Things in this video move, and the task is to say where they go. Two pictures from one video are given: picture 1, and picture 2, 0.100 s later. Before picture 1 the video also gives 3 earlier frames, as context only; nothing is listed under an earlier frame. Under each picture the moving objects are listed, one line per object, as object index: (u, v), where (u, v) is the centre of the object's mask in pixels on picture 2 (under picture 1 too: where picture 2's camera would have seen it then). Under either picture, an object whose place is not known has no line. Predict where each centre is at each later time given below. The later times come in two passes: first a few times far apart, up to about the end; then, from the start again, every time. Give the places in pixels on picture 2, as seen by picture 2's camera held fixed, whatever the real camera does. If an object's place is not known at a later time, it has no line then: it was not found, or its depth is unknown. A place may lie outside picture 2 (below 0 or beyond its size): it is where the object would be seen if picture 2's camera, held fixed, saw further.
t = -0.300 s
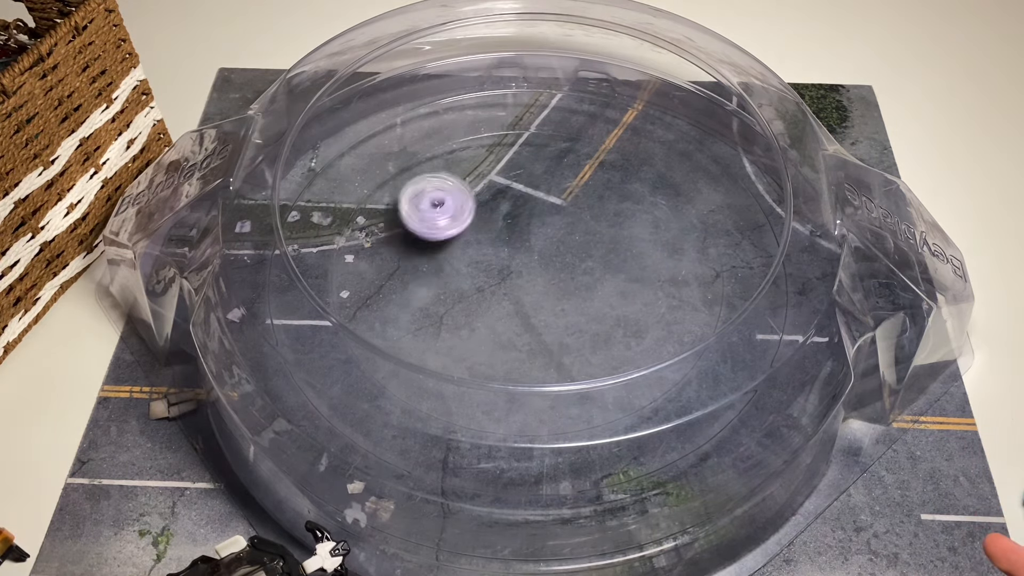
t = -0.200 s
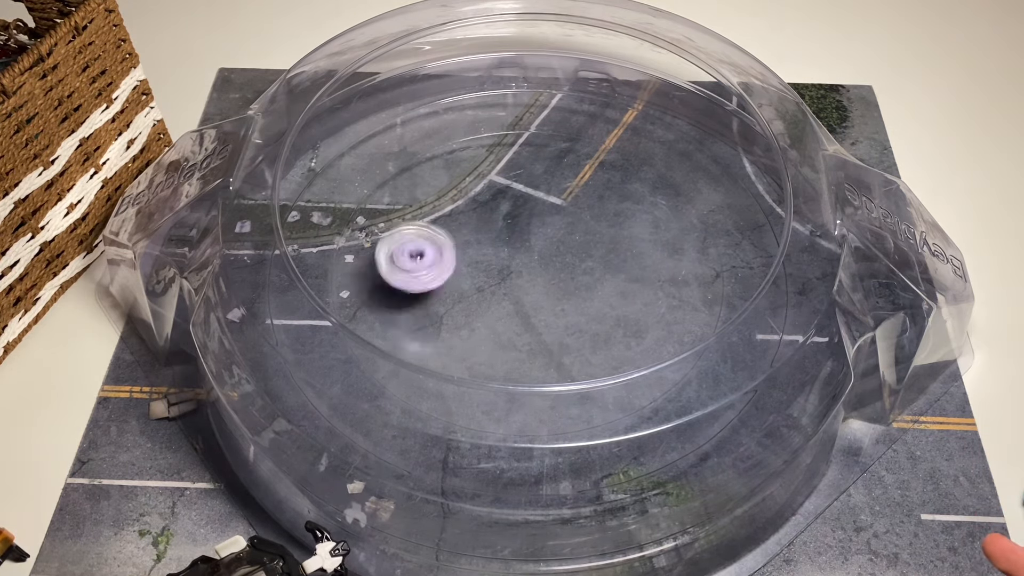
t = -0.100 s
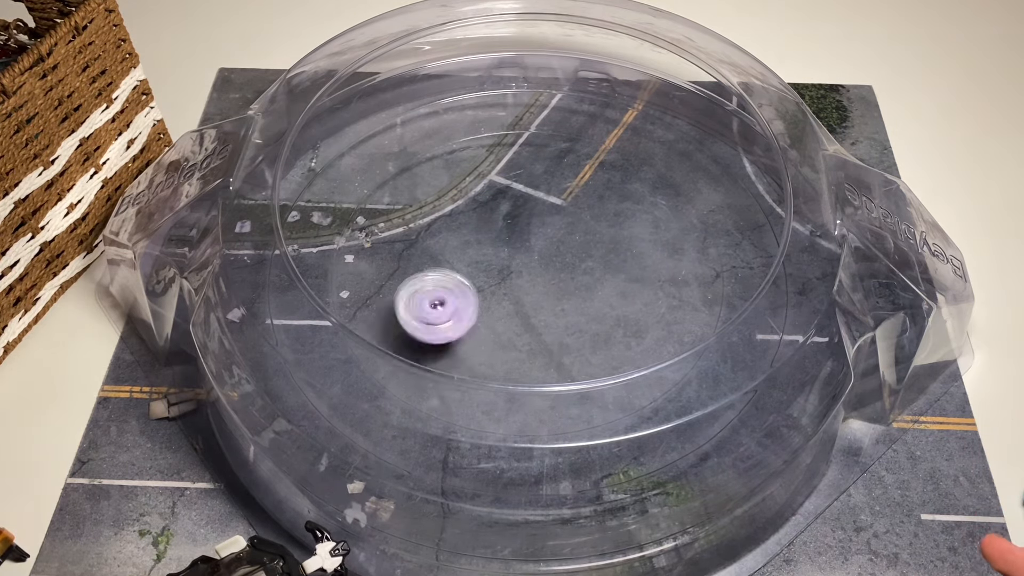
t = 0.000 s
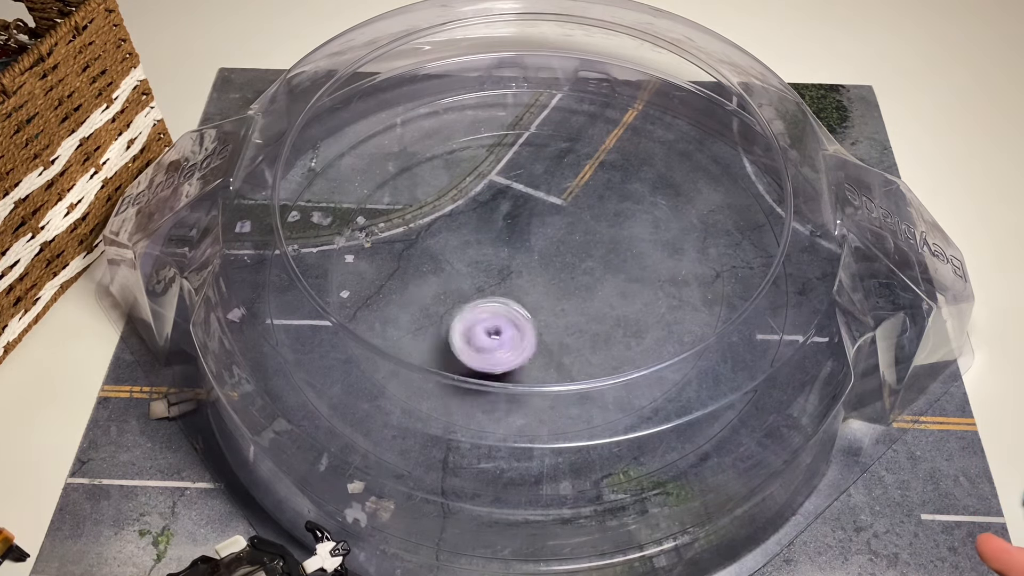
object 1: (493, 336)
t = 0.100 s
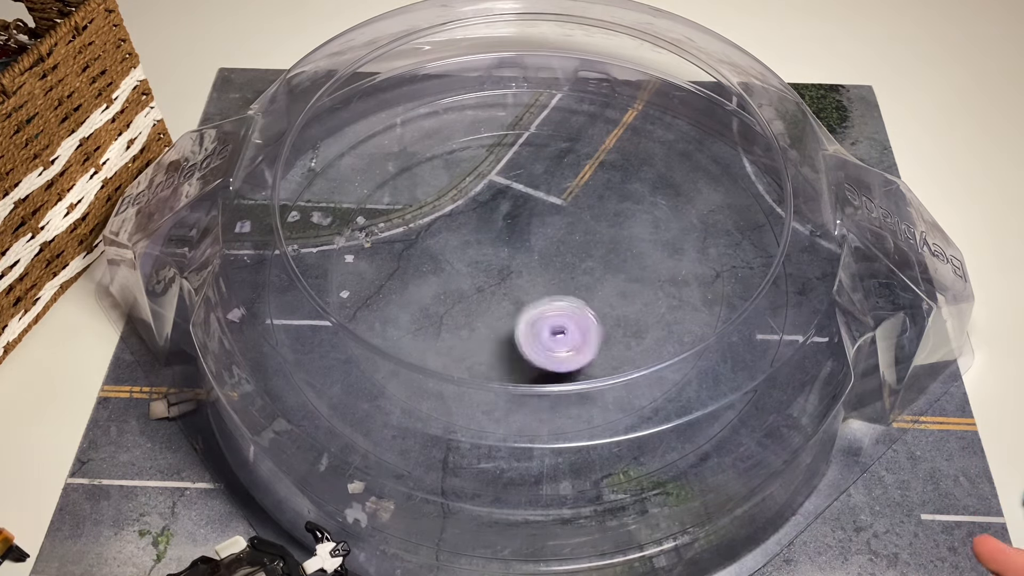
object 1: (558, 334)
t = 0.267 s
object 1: (619, 276)
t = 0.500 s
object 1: (554, 201)
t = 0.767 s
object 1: (454, 246)
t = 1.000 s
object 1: (508, 313)
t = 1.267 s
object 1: (589, 259)
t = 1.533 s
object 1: (505, 224)
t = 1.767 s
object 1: (483, 285)
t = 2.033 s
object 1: (572, 280)
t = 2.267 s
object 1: (546, 228)
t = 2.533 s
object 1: (486, 263)
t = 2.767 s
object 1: (541, 294)
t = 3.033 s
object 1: (556, 242)
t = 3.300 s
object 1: (489, 259)
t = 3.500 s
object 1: (520, 293)
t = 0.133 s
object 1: (577, 326)
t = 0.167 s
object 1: (592, 316)
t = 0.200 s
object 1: (606, 304)
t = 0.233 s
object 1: (615, 290)
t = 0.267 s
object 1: (619, 276)
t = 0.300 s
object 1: (619, 260)
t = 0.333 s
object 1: (615, 246)
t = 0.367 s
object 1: (608, 233)
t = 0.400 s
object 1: (598, 222)
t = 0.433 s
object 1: (585, 212)
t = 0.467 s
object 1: (570, 205)
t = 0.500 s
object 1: (554, 201)
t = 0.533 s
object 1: (537, 199)
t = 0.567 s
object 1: (521, 199)
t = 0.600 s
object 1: (505, 202)
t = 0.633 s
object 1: (490, 207)
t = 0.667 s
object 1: (476, 214)
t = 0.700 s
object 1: (466, 224)
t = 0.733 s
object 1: (458, 235)
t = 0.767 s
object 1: (454, 246)
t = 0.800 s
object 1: (452, 258)
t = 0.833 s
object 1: (454, 271)
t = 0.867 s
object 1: (458, 283)
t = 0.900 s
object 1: (467, 294)
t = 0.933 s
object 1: (479, 303)
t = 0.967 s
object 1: (492, 309)
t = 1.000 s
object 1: (508, 313)
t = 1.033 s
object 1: (524, 314)
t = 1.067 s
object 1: (539, 312)
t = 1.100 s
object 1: (554, 307)
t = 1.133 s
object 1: (567, 300)
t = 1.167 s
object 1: (578, 291)
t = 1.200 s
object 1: (585, 281)
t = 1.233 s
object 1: (589, 270)
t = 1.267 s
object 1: (589, 259)
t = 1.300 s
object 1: (585, 248)
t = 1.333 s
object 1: (578, 239)
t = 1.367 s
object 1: (568, 231)
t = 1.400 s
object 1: (557, 225)
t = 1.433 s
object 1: (544, 221)
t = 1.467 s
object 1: (531, 220)
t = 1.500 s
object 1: (517, 221)
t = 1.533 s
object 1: (505, 224)
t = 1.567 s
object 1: (494, 229)
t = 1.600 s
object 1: (484, 237)
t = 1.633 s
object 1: (478, 245)
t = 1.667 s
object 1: (474, 255)
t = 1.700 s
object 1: (474, 266)
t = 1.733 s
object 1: (477, 276)
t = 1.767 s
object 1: (483, 285)
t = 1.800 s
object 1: (493, 293)
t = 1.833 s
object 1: (504, 298)
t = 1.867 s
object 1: (517, 302)
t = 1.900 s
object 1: (531, 302)
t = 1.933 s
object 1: (544, 299)
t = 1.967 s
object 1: (555, 295)
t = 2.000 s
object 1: (565, 288)
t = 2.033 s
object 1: (572, 280)
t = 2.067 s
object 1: (576, 270)
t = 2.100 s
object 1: (577, 261)
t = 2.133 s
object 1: (575, 251)
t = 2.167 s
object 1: (570, 243)
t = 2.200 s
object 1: (563, 237)
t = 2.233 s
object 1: (555, 231)
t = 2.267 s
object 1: (546, 228)
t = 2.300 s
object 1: (536, 226)
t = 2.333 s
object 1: (526, 227)
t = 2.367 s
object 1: (515, 229)
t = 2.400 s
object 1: (504, 233)
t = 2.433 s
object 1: (497, 238)
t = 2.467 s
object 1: (490, 246)
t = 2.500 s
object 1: (487, 254)
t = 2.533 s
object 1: (486, 263)
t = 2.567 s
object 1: (488, 271)
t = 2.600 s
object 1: (494, 279)
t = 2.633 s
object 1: (501, 285)
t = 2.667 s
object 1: (510, 290)
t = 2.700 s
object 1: (520, 294)
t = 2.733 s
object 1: (531, 295)
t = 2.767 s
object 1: (541, 294)
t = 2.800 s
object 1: (551, 291)
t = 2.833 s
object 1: (559, 286)
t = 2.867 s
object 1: (566, 280)
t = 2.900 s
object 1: (570, 272)
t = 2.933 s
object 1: (571, 264)
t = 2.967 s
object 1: (569, 255)
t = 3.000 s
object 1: (564, 248)
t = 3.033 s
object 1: (556, 242)
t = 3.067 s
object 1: (547, 238)
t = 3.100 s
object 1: (536, 235)
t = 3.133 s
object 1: (525, 235)
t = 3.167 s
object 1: (515, 237)
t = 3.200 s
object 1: (506, 240)
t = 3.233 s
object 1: (498, 245)
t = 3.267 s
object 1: (493, 252)
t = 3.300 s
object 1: (489, 259)
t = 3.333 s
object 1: (489, 266)
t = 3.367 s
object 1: (490, 274)
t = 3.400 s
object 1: (494, 280)
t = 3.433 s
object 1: (500, 286)
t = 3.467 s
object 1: (509, 291)
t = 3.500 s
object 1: (520, 293)
